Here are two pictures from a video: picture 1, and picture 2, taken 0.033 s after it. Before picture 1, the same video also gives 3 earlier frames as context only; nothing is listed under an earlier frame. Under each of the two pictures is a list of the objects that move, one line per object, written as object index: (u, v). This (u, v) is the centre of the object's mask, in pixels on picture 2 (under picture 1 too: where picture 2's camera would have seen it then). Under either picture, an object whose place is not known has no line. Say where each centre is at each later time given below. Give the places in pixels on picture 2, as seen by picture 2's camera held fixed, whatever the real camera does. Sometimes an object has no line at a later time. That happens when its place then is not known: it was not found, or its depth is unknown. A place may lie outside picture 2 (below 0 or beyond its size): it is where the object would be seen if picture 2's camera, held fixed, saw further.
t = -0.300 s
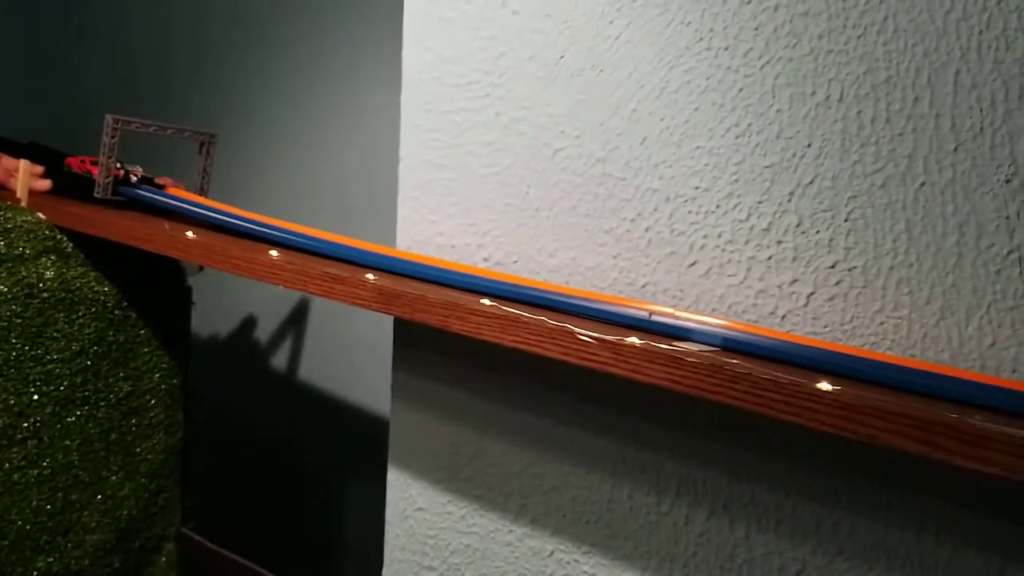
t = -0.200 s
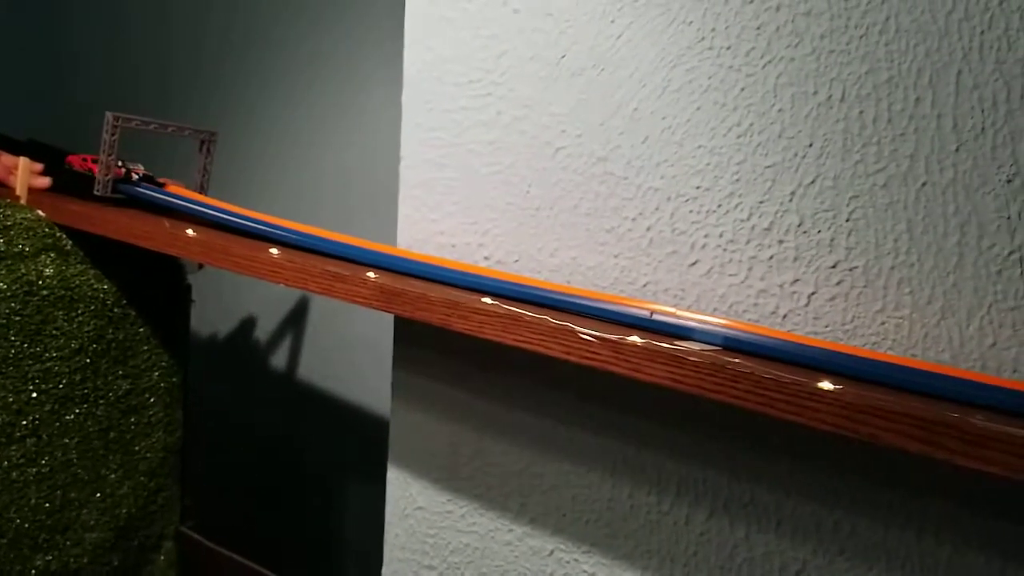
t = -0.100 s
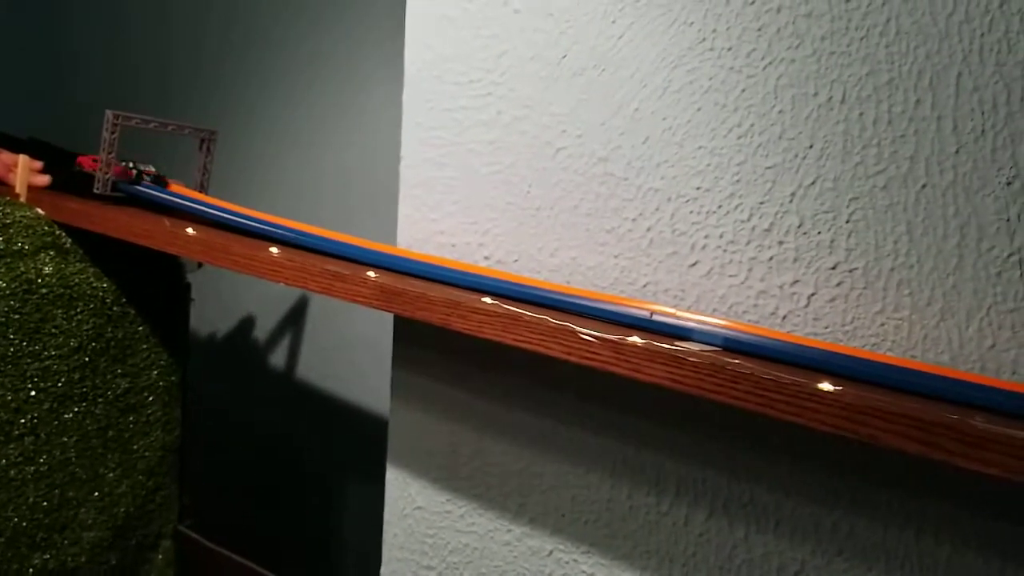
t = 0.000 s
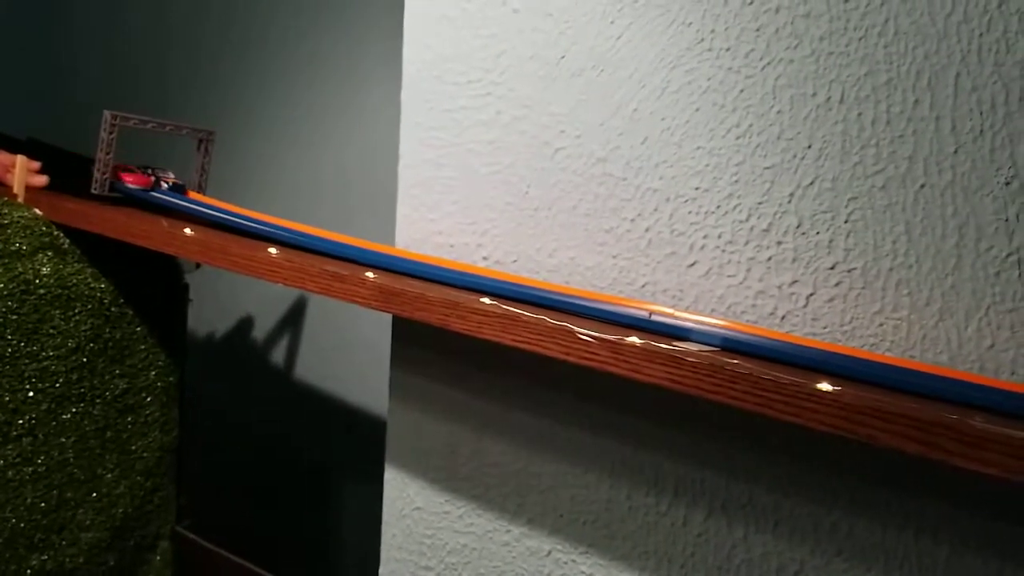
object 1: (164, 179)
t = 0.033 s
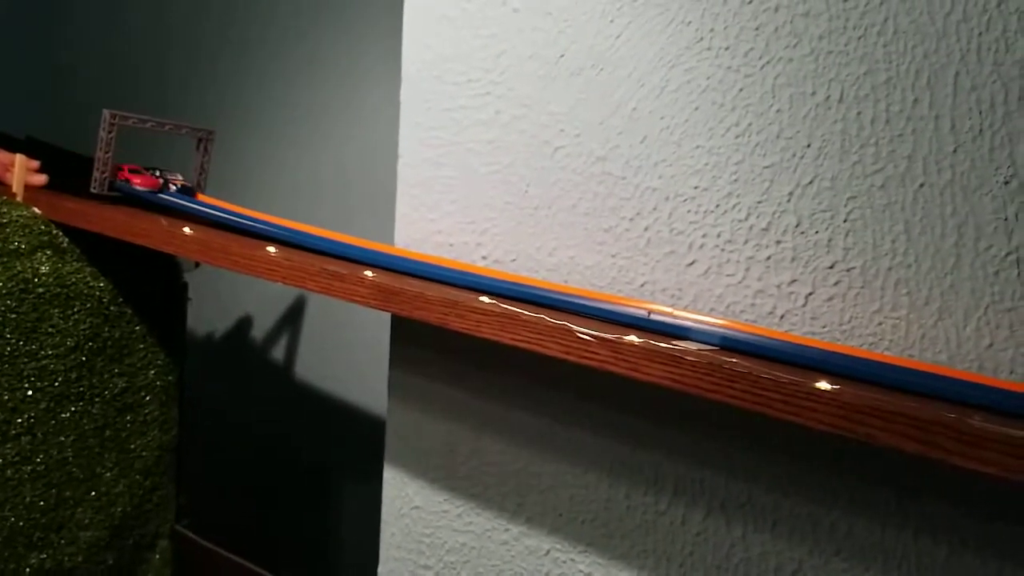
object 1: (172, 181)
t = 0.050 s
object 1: (176, 183)
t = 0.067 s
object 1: (182, 185)
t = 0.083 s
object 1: (188, 187)
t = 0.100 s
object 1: (195, 189)
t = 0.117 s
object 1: (201, 191)
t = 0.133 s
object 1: (207, 193)
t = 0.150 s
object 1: (215, 196)
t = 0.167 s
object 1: (223, 199)
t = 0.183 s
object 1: (230, 201)
